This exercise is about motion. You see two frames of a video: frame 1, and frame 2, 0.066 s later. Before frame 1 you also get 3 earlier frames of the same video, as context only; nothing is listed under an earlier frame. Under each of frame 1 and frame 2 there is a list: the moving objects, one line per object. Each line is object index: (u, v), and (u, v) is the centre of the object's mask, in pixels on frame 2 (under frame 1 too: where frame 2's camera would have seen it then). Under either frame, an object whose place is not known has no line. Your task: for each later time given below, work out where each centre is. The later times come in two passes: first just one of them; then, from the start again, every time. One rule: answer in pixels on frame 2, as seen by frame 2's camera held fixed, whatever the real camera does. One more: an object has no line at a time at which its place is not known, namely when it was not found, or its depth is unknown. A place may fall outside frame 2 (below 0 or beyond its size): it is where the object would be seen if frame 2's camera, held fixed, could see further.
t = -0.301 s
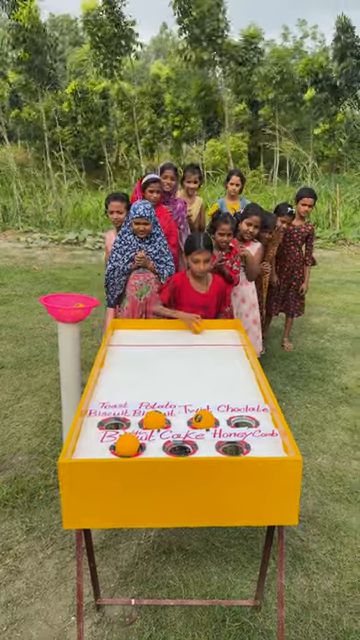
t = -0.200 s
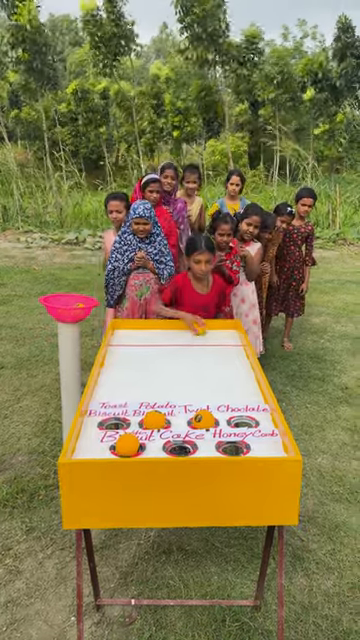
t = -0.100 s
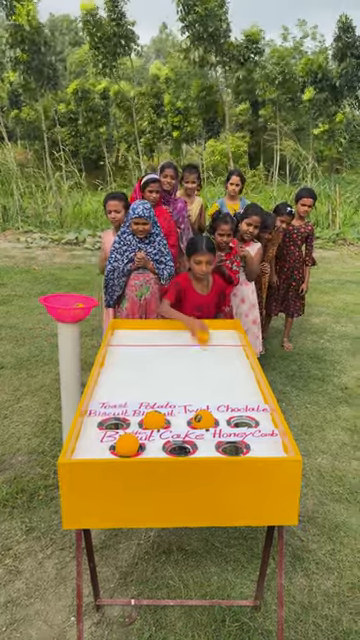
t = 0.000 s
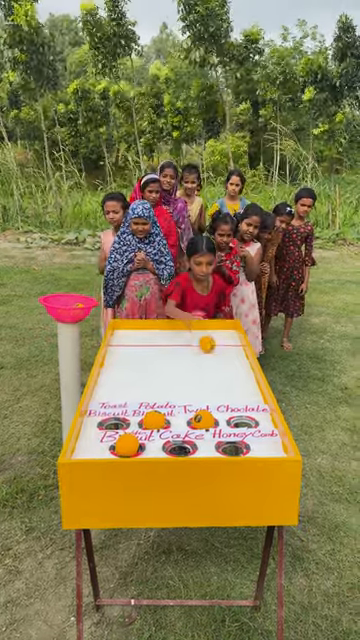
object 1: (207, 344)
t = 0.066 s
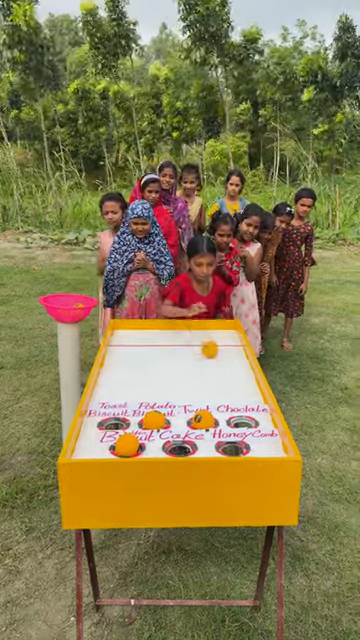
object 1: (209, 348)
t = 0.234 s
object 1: (216, 363)
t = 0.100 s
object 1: (210, 352)
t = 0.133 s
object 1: (212, 354)
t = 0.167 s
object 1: (214, 357)
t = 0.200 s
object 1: (215, 360)
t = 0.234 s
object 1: (216, 363)
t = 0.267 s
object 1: (218, 365)
